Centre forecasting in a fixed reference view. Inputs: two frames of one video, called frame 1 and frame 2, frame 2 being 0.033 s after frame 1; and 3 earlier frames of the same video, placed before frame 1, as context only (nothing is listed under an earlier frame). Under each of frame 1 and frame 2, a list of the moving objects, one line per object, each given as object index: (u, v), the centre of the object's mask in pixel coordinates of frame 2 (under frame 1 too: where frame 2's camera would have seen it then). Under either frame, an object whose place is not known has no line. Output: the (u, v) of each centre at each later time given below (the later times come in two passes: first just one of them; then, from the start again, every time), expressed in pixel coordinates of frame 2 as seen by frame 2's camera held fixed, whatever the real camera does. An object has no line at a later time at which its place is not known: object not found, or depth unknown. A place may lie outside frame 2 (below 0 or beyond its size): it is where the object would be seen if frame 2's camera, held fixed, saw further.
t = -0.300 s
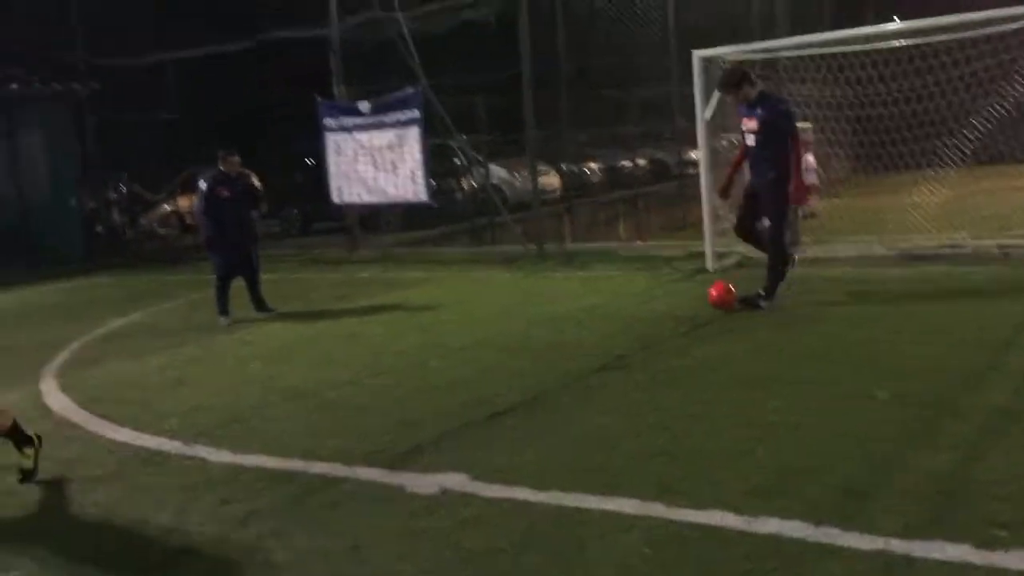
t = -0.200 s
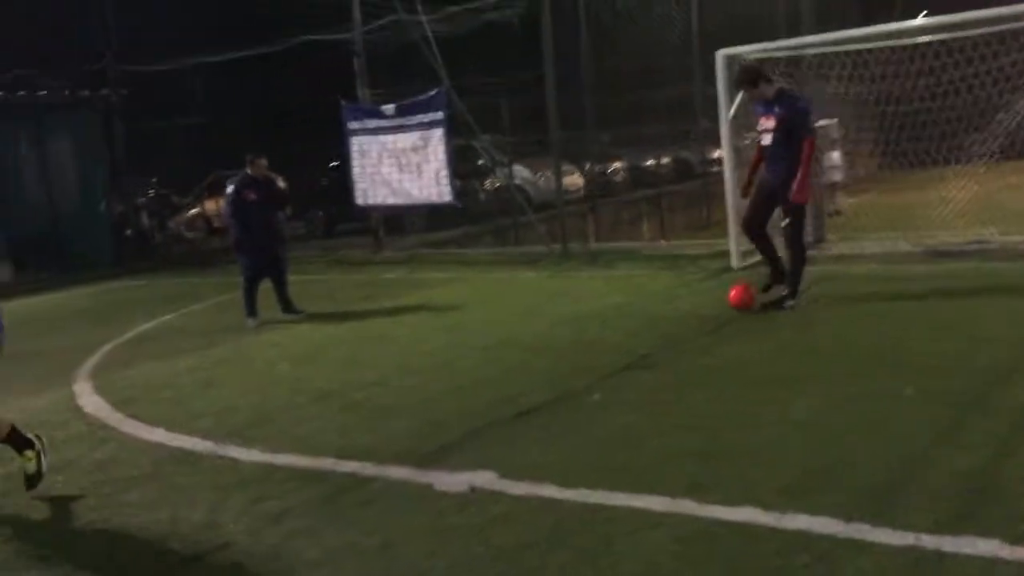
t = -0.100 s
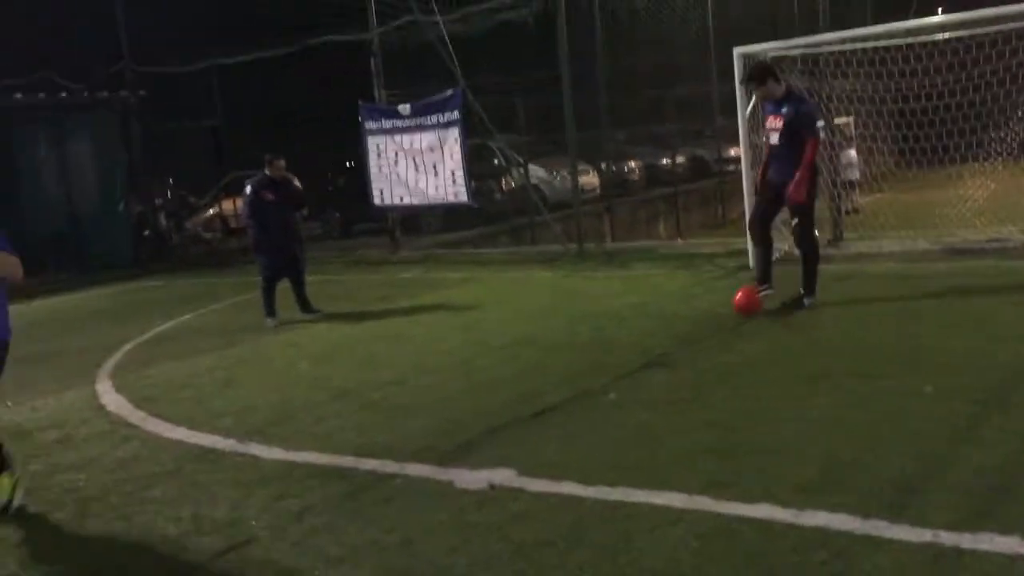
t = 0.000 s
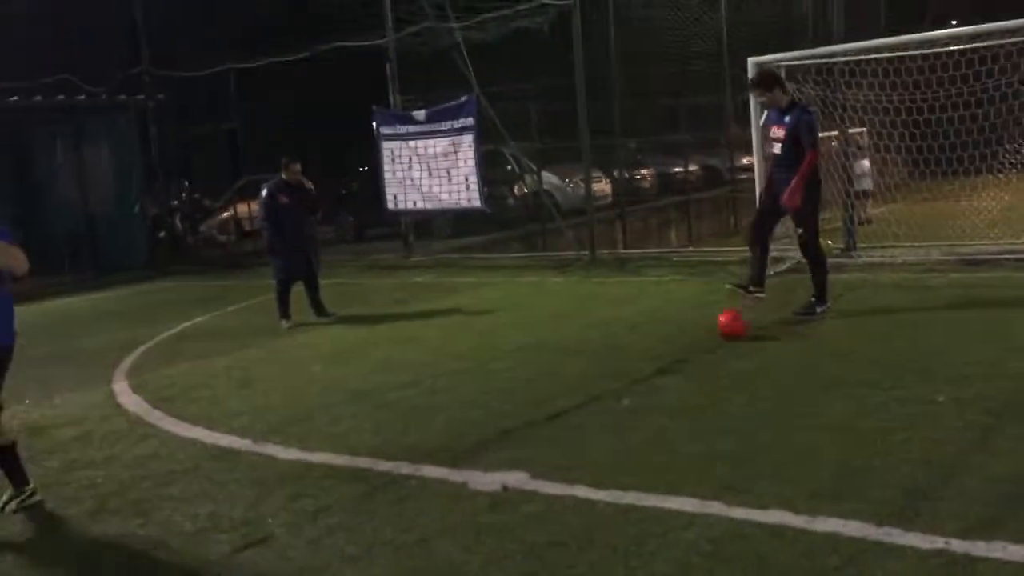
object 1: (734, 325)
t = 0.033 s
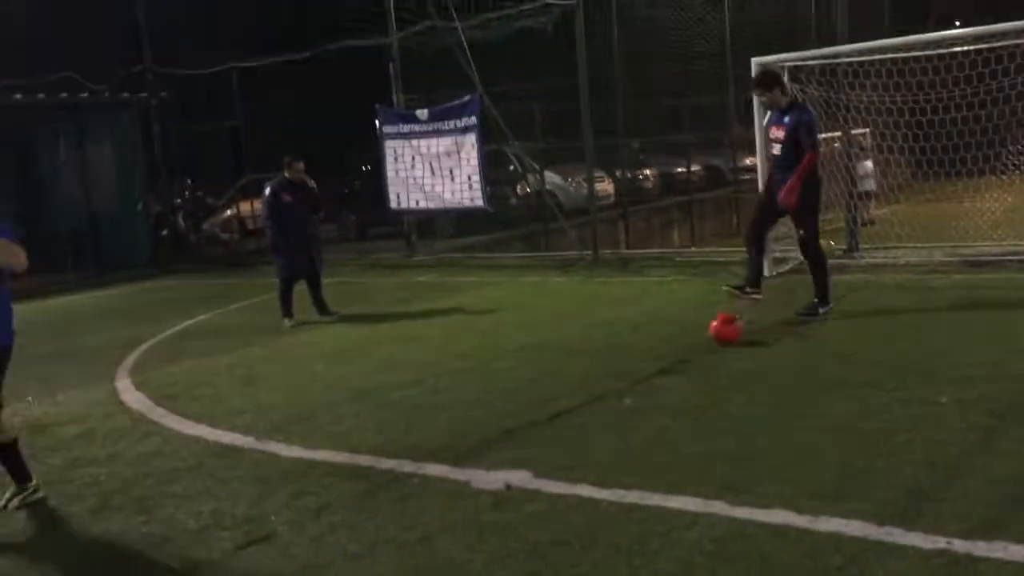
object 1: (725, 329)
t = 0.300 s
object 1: (647, 372)
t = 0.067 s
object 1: (716, 334)
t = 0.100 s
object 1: (707, 340)
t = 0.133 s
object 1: (696, 344)
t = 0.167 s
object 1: (687, 349)
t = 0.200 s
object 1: (677, 356)
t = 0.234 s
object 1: (667, 360)
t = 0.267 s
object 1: (658, 366)
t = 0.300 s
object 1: (647, 372)
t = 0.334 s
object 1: (638, 375)
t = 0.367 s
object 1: (628, 380)
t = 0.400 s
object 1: (618, 386)
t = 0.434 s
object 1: (608, 394)
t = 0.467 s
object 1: (597, 395)
